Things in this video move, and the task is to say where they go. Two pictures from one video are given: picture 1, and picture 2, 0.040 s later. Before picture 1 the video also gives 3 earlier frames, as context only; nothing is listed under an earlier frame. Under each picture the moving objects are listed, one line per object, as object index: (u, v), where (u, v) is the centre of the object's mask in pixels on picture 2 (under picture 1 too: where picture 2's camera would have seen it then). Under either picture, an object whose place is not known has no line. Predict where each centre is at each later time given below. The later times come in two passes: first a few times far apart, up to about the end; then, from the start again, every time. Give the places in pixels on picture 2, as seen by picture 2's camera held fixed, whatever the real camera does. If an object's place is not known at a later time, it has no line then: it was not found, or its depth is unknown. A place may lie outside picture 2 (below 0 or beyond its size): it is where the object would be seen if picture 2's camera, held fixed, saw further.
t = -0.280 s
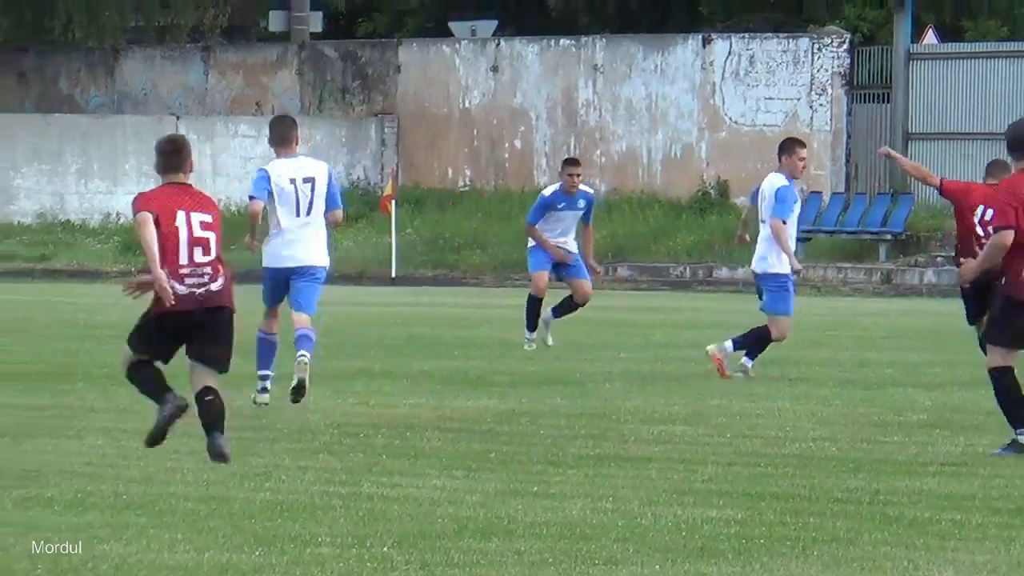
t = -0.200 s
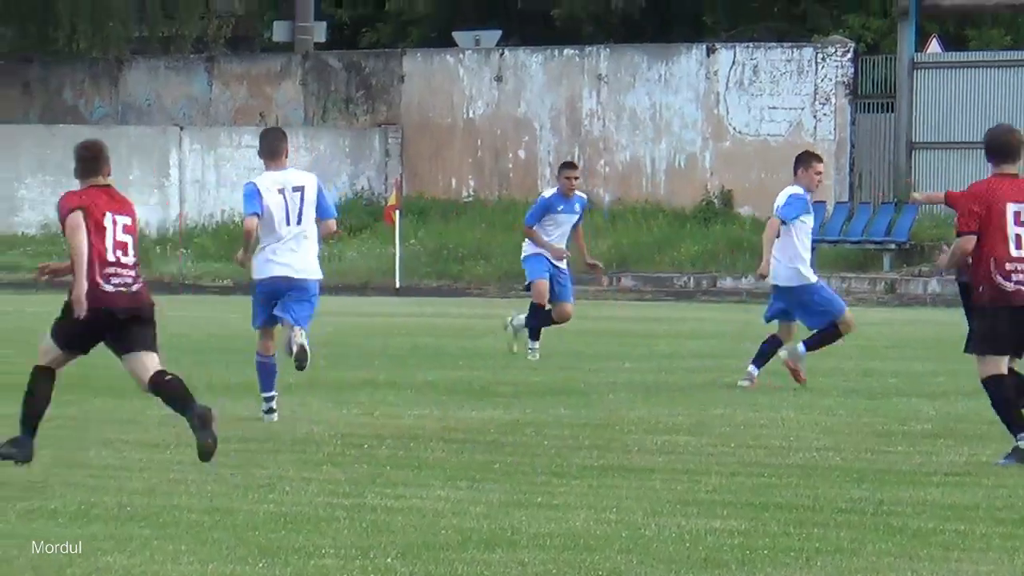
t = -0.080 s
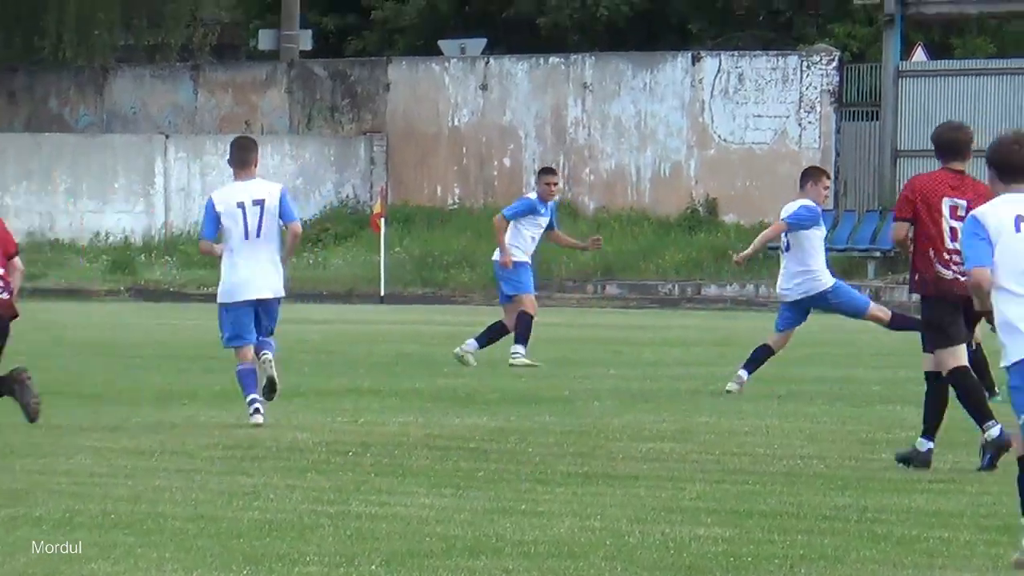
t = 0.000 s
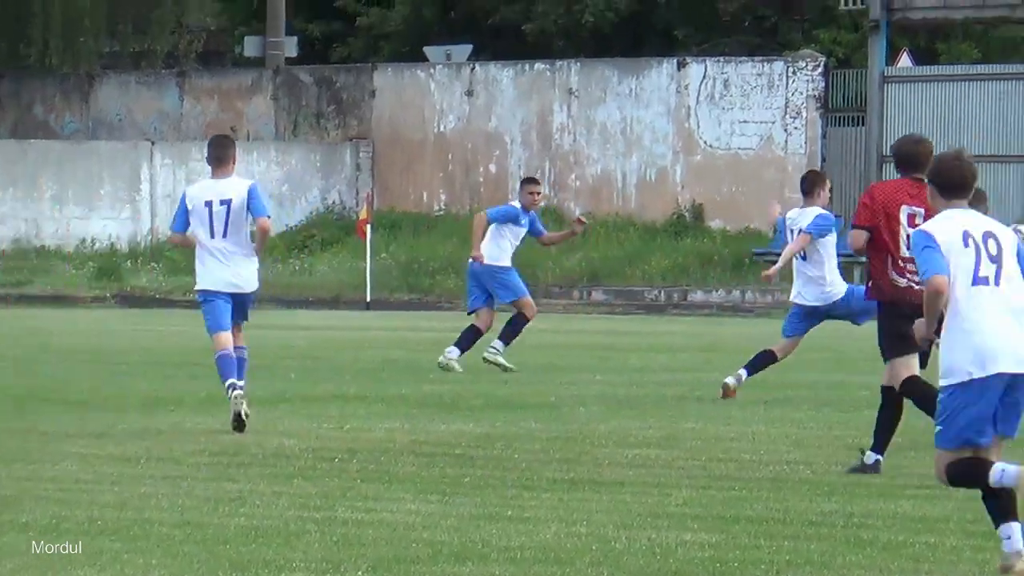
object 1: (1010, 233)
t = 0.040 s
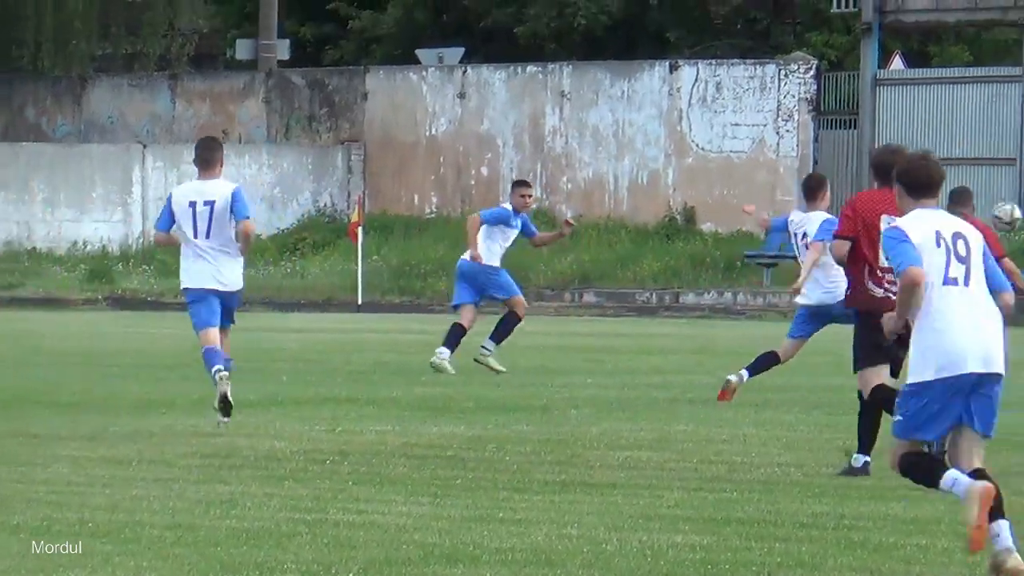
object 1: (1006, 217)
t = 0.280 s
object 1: (976, 113)
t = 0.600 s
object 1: (913, 79)
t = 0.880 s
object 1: (843, 134)
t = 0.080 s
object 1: (1003, 194)
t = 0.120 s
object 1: (998, 174)
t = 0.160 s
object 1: (994, 156)
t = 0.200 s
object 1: (988, 140)
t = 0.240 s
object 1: (982, 126)
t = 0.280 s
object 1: (976, 113)
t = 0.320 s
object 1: (969, 103)
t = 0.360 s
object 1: (962, 95)
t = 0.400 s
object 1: (955, 88)
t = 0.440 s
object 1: (948, 83)
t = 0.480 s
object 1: (940, 79)
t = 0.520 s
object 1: (931, 77)
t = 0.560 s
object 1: (922, 77)
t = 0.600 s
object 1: (913, 79)
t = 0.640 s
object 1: (903, 82)
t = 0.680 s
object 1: (893, 87)
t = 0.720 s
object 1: (884, 93)
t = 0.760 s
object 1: (873, 101)
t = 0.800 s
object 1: (863, 112)
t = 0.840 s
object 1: (854, 122)
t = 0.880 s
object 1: (843, 134)
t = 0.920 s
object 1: (832, 148)
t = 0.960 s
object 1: (822, 163)
